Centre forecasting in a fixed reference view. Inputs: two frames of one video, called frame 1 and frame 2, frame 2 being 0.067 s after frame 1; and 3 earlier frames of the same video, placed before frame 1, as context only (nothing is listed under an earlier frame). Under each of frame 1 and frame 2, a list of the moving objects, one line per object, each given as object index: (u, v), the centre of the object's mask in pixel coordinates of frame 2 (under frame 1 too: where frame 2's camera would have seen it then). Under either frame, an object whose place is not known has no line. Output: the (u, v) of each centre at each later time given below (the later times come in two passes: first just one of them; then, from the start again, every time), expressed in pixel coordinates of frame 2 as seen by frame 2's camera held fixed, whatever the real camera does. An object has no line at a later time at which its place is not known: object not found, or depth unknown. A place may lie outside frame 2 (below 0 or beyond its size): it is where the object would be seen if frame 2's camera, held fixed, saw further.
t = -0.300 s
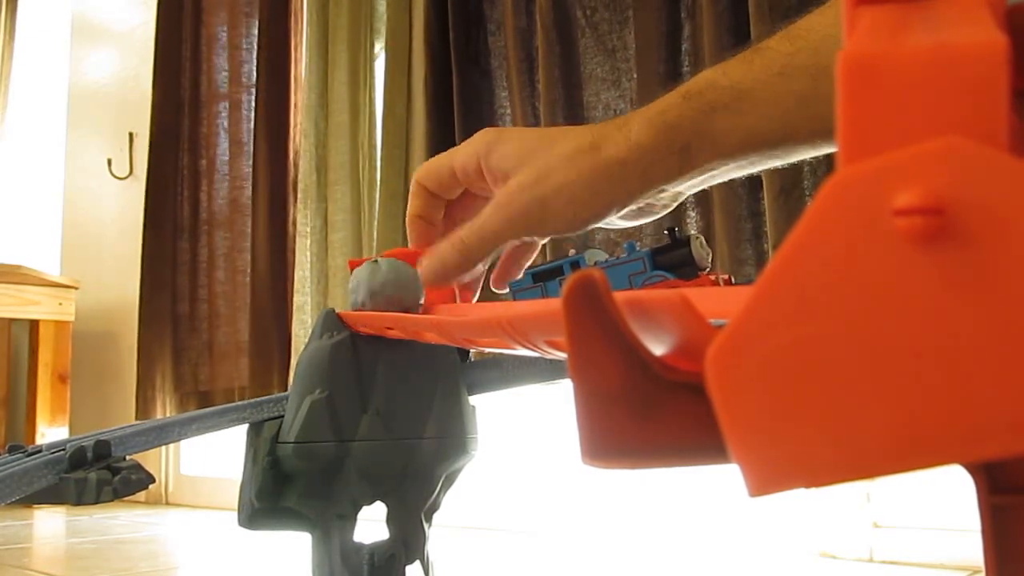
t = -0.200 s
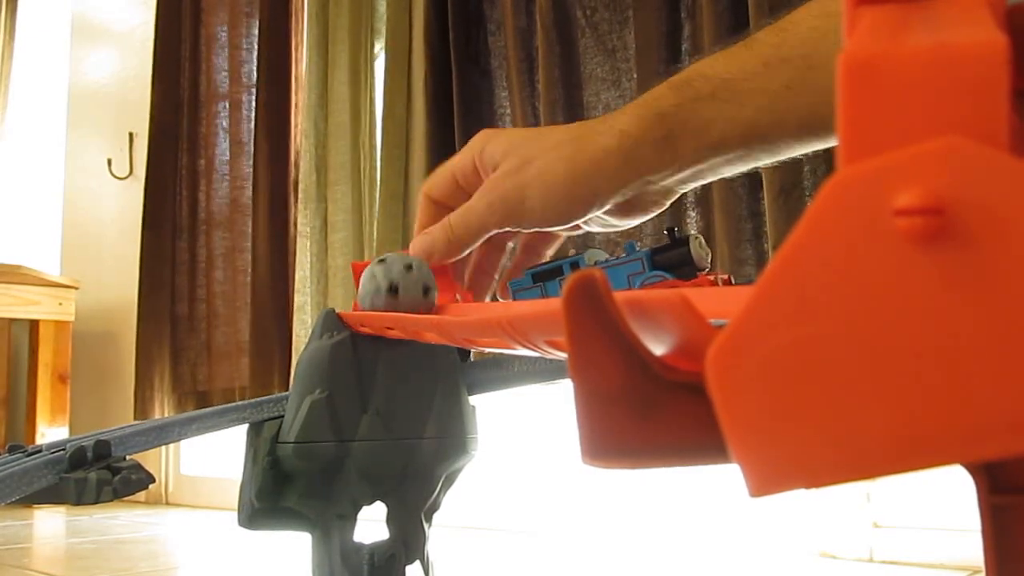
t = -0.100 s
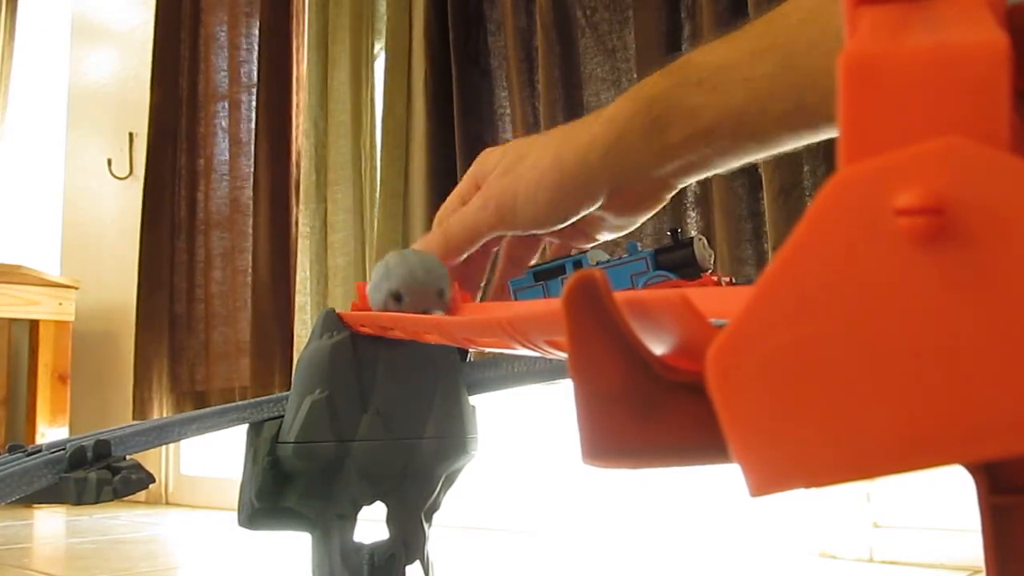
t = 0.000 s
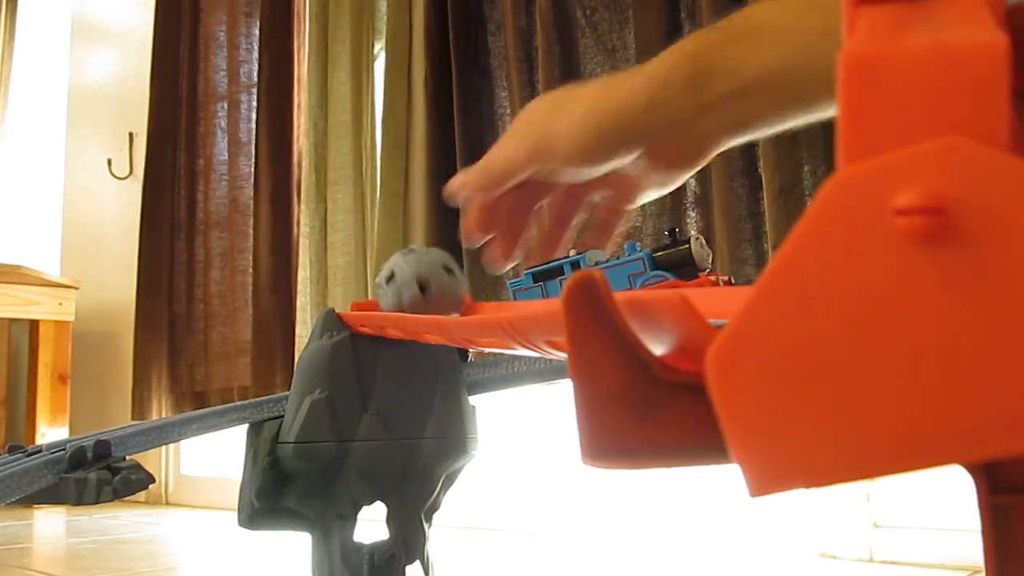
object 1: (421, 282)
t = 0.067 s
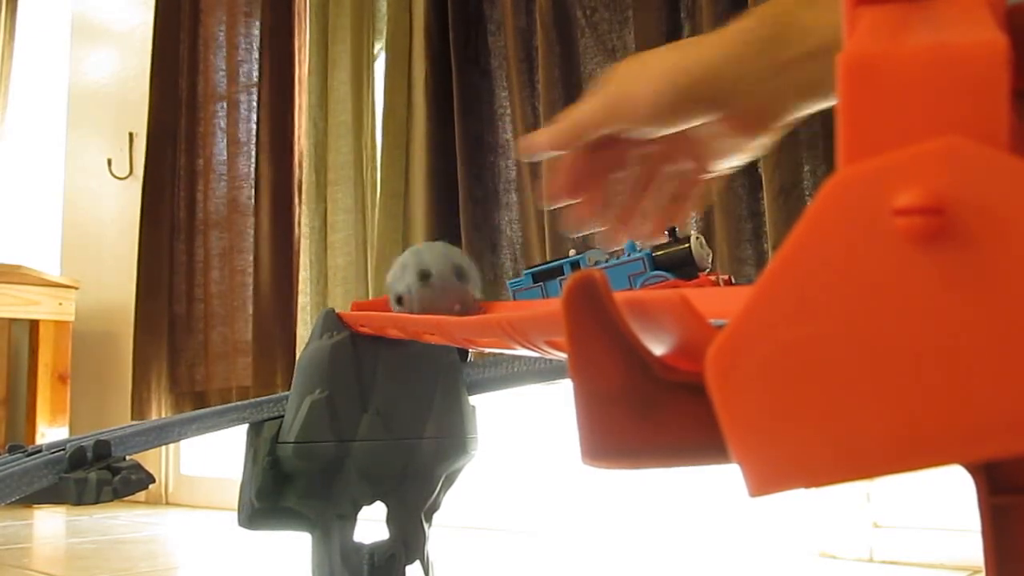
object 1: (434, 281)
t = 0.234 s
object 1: (468, 276)
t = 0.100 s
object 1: (440, 279)
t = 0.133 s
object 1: (445, 280)
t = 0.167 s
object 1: (454, 277)
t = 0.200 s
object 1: (462, 277)
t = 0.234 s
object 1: (468, 276)
